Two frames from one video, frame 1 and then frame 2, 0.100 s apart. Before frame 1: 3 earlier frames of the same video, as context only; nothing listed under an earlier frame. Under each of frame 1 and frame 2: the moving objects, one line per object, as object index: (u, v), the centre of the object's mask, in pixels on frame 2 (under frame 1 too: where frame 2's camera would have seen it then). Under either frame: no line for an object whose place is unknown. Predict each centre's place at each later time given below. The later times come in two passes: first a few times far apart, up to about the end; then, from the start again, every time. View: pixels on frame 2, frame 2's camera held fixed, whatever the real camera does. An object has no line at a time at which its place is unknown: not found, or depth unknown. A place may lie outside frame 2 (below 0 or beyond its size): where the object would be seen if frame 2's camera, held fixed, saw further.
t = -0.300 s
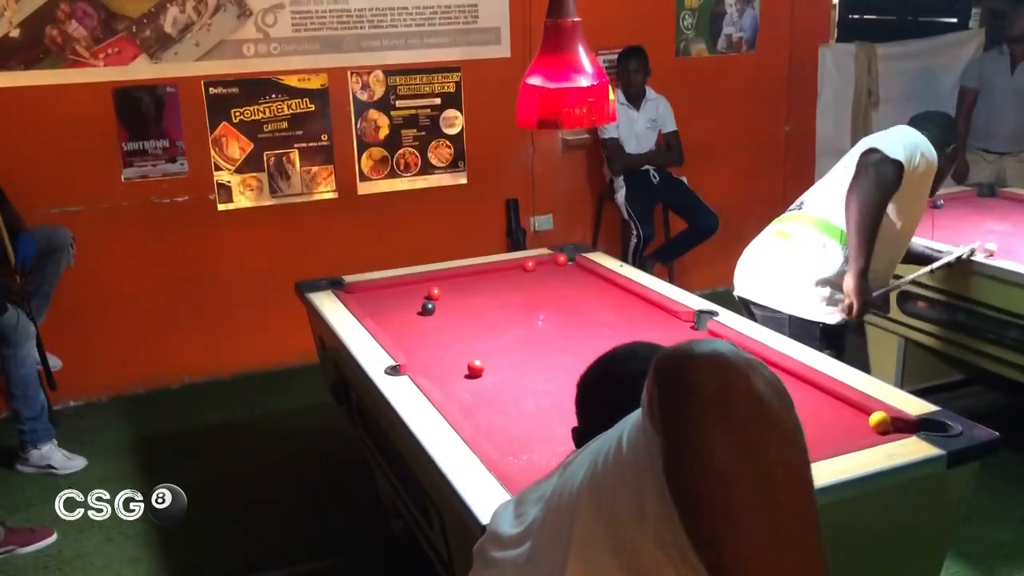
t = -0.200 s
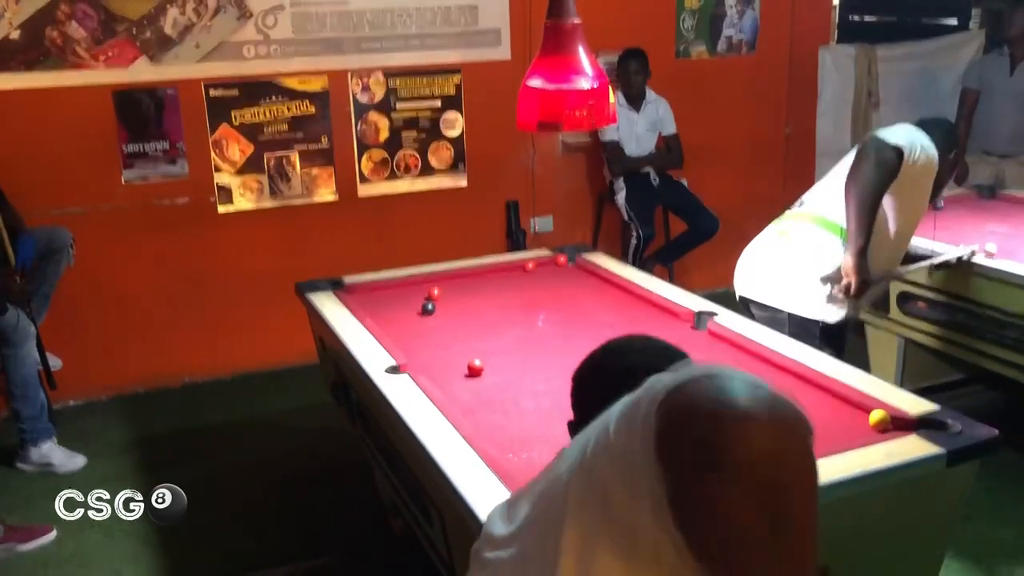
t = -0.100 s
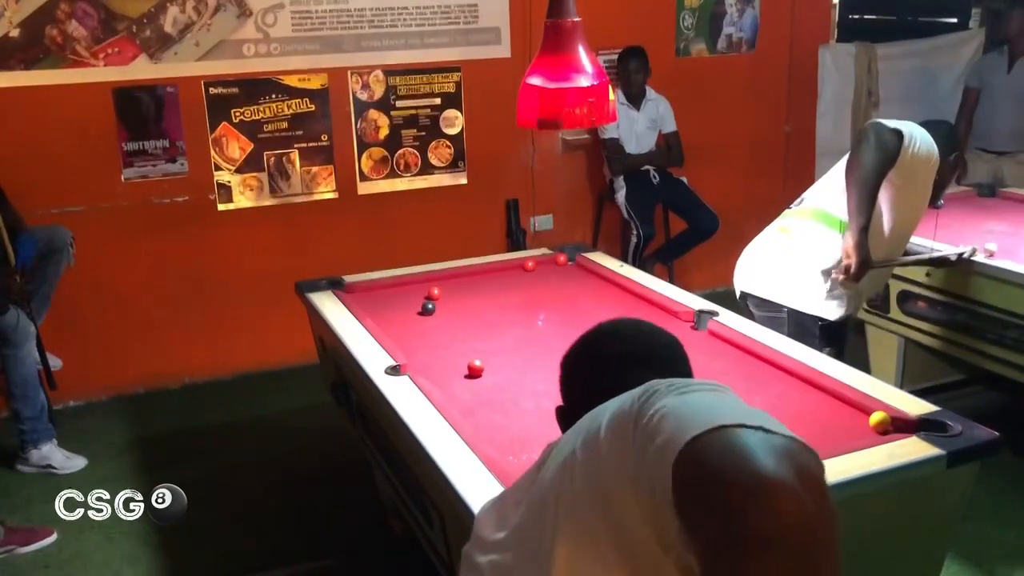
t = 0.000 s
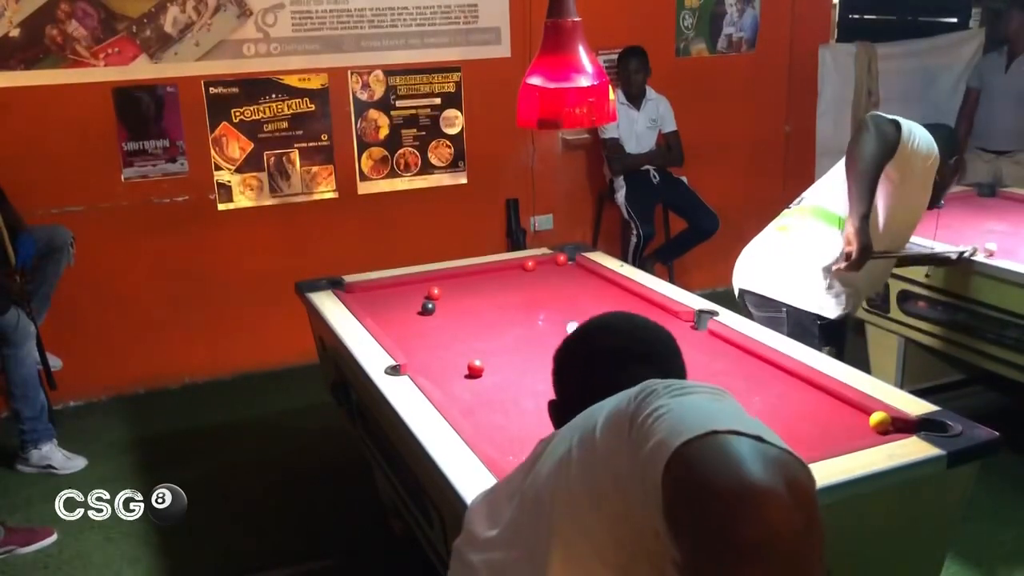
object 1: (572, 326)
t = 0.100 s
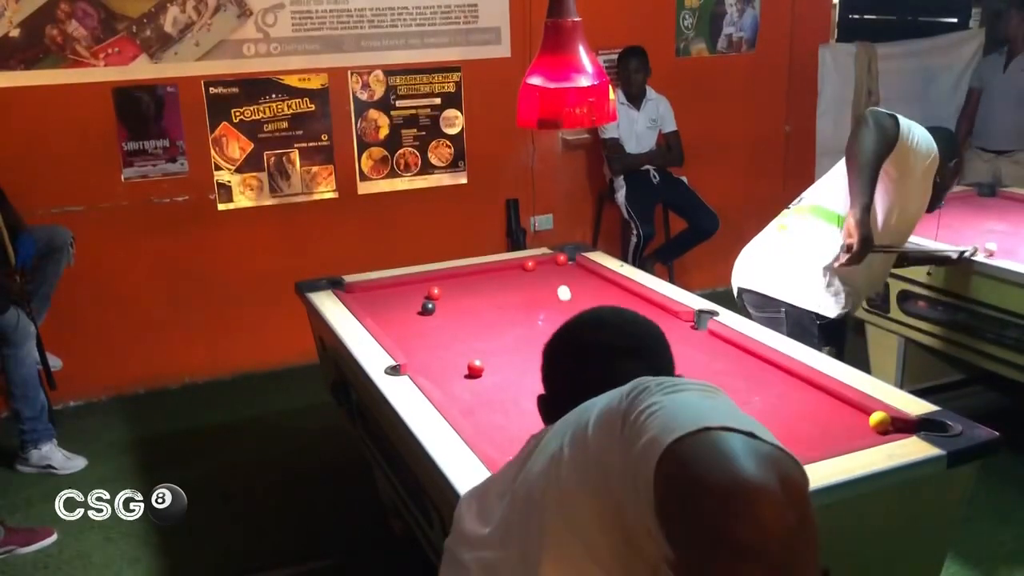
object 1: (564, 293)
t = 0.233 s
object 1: (546, 262)
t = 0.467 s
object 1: (517, 285)
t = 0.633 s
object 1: (497, 295)
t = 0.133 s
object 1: (561, 283)
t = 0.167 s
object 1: (559, 273)
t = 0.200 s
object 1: (556, 264)
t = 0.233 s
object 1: (546, 262)
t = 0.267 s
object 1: (541, 266)
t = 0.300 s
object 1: (537, 269)
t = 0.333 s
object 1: (533, 272)
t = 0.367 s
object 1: (529, 276)
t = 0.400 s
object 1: (525, 279)
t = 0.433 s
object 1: (521, 282)
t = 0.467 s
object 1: (517, 285)
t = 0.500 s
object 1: (514, 288)
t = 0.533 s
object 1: (511, 290)
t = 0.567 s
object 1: (506, 292)
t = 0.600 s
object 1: (502, 294)
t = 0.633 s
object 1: (497, 295)
